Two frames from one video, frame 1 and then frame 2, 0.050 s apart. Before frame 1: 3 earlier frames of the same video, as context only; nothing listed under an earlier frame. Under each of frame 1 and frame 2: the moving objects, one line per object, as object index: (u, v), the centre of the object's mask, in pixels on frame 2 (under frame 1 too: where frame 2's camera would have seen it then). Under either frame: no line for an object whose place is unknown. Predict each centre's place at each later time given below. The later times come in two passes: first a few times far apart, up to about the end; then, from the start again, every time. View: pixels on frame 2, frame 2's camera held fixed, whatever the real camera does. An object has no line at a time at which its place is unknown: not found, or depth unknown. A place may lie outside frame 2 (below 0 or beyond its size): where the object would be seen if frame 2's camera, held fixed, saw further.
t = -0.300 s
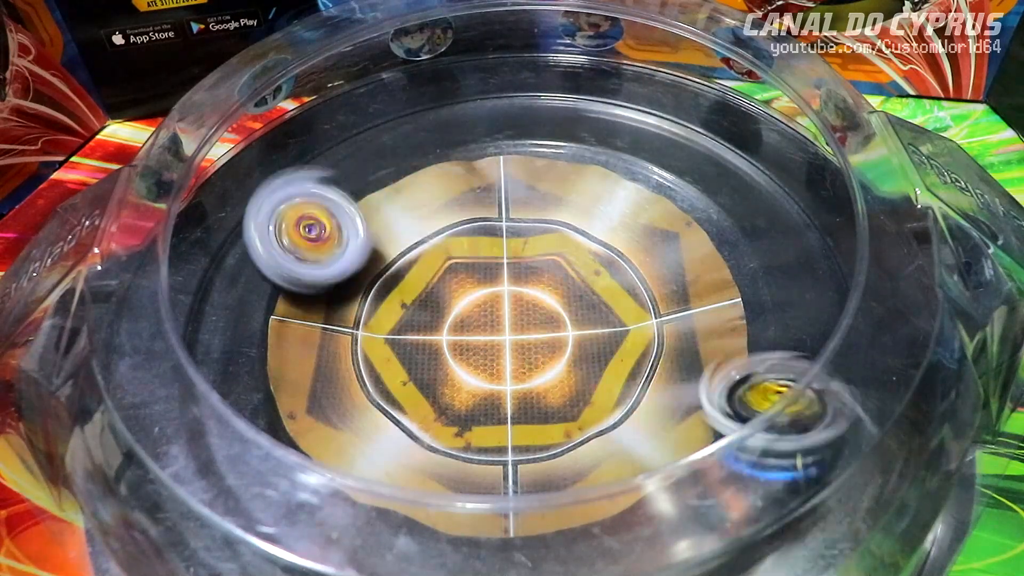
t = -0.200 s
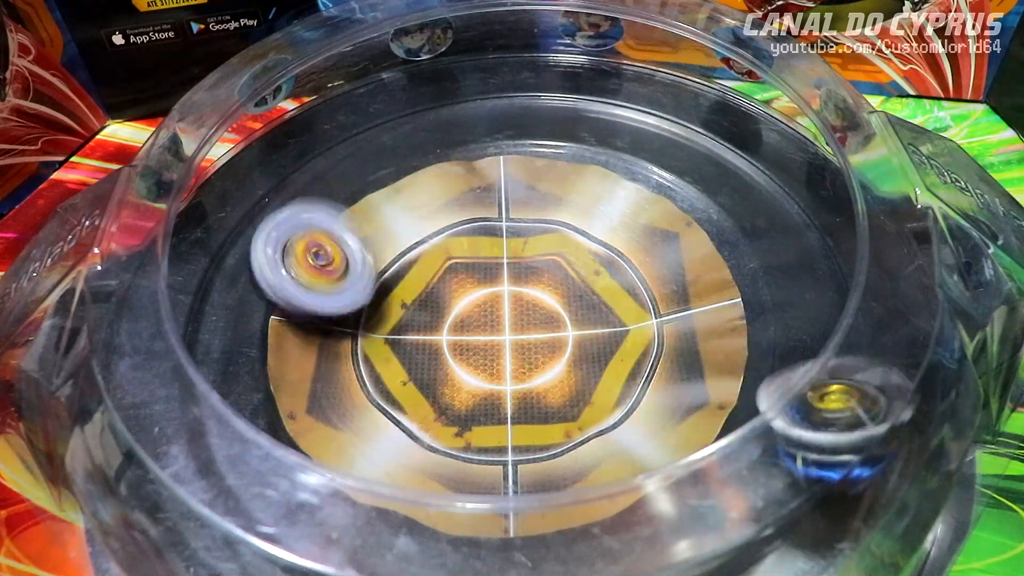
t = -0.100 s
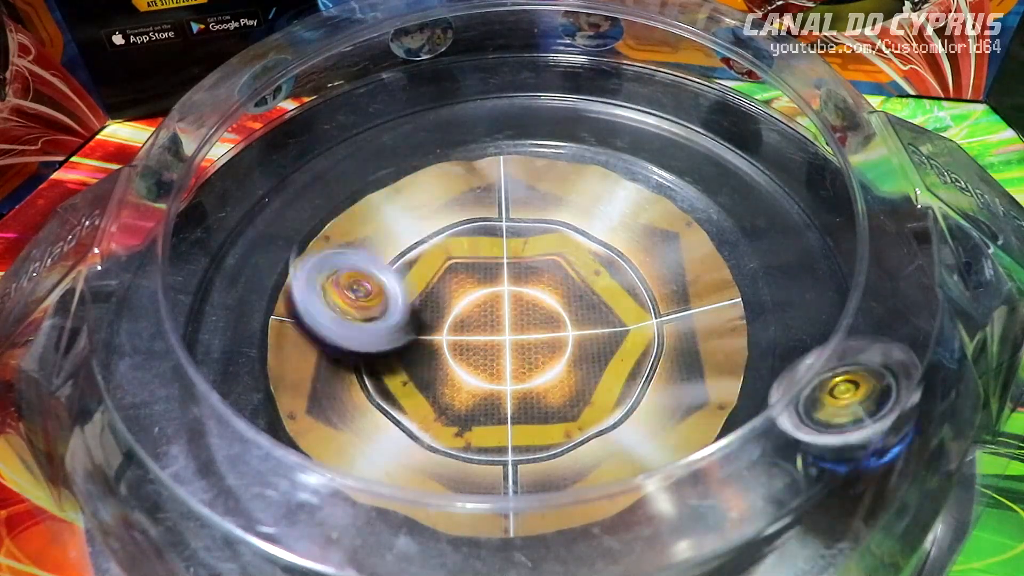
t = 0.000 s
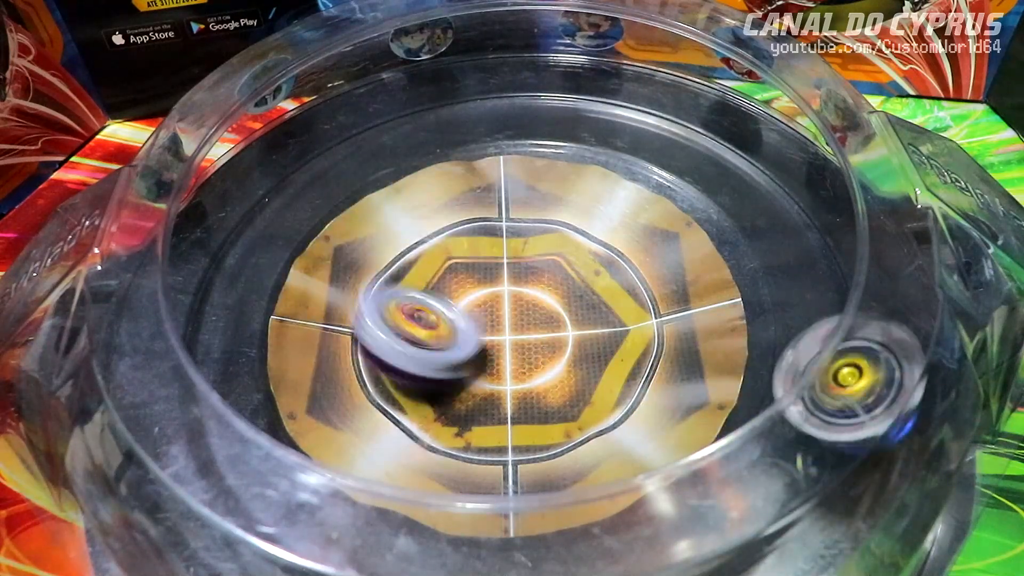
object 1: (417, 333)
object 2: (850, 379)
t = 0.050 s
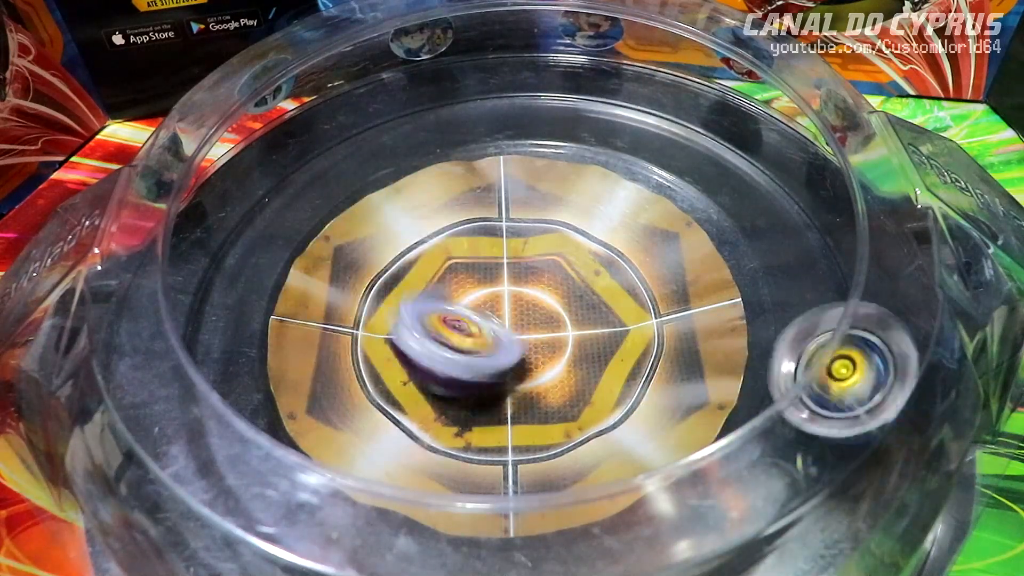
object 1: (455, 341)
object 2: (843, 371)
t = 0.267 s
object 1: (606, 353)
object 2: (752, 350)
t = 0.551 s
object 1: (366, 365)
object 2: (626, 292)
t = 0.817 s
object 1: (364, 322)
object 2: (532, 305)
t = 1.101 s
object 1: (429, 321)
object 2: (548, 285)
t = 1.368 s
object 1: (471, 335)
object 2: (508, 258)
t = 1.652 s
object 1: (501, 333)
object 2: (480, 249)
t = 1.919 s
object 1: (504, 333)
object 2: (506, 247)
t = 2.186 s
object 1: (506, 332)
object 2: (527, 249)
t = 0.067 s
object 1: (470, 343)
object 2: (841, 369)
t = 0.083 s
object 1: (482, 345)
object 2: (838, 366)
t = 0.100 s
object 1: (495, 353)
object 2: (828, 364)
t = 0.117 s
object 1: (509, 353)
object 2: (819, 364)
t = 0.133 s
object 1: (522, 355)
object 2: (814, 364)
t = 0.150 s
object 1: (537, 355)
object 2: (808, 363)
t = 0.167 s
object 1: (548, 355)
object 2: (802, 362)
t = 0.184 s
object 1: (561, 355)
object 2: (797, 361)
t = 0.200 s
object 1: (572, 353)
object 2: (791, 357)
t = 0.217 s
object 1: (582, 353)
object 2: (784, 355)
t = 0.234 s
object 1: (590, 353)
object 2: (776, 355)
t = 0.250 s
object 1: (601, 352)
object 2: (767, 351)
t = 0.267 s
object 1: (606, 353)
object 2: (752, 350)
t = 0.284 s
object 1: (611, 357)
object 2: (742, 350)
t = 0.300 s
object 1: (596, 361)
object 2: (748, 339)
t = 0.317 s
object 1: (573, 370)
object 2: (748, 327)
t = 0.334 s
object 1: (559, 378)
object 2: (746, 317)
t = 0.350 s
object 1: (540, 384)
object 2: (741, 310)
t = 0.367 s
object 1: (512, 395)
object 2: (737, 305)
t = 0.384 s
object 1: (490, 392)
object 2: (733, 300)
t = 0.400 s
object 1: (478, 392)
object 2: (725, 294)
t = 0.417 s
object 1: (459, 394)
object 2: (715, 290)
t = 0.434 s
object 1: (440, 396)
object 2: (704, 290)
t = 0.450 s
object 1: (424, 390)
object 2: (694, 288)
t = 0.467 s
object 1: (410, 387)
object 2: (685, 288)
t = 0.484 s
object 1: (396, 390)
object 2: (675, 287)
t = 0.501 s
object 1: (389, 379)
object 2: (657, 289)
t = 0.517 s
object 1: (380, 371)
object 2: (644, 290)
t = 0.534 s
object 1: (369, 369)
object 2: (634, 291)
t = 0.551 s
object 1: (366, 365)
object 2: (626, 292)
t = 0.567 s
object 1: (366, 358)
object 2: (612, 292)
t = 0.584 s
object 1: (359, 352)
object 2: (596, 295)
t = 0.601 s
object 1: (357, 344)
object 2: (583, 297)
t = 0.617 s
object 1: (360, 342)
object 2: (573, 300)
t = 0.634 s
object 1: (361, 338)
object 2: (564, 301)
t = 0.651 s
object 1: (360, 331)
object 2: (547, 302)
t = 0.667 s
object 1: (363, 328)
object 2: (538, 304)
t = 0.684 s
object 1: (368, 325)
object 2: (531, 309)
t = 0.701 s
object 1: (367, 320)
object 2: (526, 312)
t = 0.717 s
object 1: (368, 317)
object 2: (522, 312)
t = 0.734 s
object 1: (374, 314)
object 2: (515, 313)
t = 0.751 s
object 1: (380, 312)
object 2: (510, 316)
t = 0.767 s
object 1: (381, 309)
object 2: (509, 320)
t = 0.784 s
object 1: (381, 310)
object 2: (510, 319)
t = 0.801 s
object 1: (373, 315)
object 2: (523, 310)
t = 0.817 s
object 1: (364, 322)
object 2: (532, 305)
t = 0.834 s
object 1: (357, 327)
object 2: (540, 299)
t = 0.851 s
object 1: (353, 330)
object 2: (544, 293)
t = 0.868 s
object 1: (350, 335)
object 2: (550, 288)
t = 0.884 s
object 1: (351, 339)
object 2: (555, 283)
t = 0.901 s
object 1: (356, 343)
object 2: (557, 279)
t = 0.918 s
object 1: (362, 343)
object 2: (561, 276)
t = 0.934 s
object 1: (369, 342)
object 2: (564, 274)
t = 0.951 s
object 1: (375, 339)
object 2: (565, 274)
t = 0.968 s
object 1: (380, 336)
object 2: (565, 274)
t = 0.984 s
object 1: (382, 333)
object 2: (565, 274)
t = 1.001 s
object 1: (386, 334)
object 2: (566, 275)
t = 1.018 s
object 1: (392, 334)
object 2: (564, 276)
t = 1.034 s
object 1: (399, 333)
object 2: (563, 278)
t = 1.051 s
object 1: (406, 332)
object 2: (559, 279)
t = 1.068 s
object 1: (413, 331)
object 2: (558, 282)
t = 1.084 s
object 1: (422, 327)
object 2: (554, 283)
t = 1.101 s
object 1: (429, 321)
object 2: (548, 285)
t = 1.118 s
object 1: (436, 321)
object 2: (547, 286)
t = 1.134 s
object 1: (440, 323)
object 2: (546, 284)
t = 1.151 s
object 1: (444, 324)
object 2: (546, 284)
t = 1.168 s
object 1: (448, 326)
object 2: (545, 283)
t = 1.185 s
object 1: (452, 327)
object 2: (543, 277)
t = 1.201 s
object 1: (455, 328)
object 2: (542, 273)
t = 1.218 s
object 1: (458, 329)
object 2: (540, 272)
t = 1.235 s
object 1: (461, 330)
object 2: (536, 267)
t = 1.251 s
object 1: (462, 332)
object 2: (530, 264)
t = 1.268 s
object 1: (464, 333)
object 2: (524, 261)
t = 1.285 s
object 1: (465, 334)
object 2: (521, 261)
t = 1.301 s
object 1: (466, 335)
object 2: (517, 260)
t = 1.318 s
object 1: (467, 334)
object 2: (514, 260)
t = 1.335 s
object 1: (469, 334)
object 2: (512, 260)
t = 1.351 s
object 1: (470, 335)
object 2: (510, 259)
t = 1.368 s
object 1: (471, 335)
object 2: (508, 258)
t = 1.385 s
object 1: (472, 335)
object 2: (506, 256)
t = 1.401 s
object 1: (474, 335)
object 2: (504, 255)
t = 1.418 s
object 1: (475, 334)
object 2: (503, 254)
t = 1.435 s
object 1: (477, 335)
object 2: (501, 255)
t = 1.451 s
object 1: (478, 335)
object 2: (501, 253)
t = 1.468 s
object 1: (480, 336)
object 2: (500, 253)
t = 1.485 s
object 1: (482, 335)
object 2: (499, 251)
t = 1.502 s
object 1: (484, 335)
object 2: (497, 249)
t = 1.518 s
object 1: (487, 335)
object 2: (494, 248)
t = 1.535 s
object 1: (490, 335)
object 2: (492, 247)
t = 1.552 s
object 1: (493, 334)
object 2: (489, 247)
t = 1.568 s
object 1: (495, 334)
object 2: (487, 246)
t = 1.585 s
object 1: (496, 333)
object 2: (484, 247)
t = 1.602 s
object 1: (498, 333)
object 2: (482, 248)
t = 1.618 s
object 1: (499, 332)
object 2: (481, 249)
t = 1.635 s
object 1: (500, 332)
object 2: (480, 249)
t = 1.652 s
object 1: (501, 333)
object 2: (480, 249)
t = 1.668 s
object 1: (502, 333)
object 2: (481, 249)
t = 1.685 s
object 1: (502, 333)
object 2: (484, 249)
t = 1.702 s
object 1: (503, 333)
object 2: (486, 249)
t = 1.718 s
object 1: (503, 332)
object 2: (487, 248)
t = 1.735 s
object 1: (503, 333)
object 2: (489, 248)
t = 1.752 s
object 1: (503, 333)
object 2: (491, 248)
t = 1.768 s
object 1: (503, 333)
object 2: (492, 247)
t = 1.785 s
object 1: (503, 333)
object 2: (494, 247)
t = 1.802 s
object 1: (503, 333)
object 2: (495, 247)
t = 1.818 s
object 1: (503, 333)
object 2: (497, 247)
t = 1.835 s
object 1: (503, 333)
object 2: (499, 247)
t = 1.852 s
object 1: (503, 333)
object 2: (500, 247)
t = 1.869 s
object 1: (503, 333)
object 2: (502, 246)
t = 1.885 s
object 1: (503, 333)
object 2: (503, 247)
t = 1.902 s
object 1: (503, 333)
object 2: (505, 246)
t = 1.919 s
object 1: (504, 333)
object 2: (506, 247)
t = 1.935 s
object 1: (504, 333)
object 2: (508, 246)
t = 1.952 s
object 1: (504, 333)
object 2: (509, 246)
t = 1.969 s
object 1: (504, 333)
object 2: (510, 246)
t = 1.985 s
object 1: (504, 333)
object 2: (512, 246)
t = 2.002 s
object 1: (504, 333)
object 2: (513, 246)
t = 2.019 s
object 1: (504, 333)
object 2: (515, 246)
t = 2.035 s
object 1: (505, 333)
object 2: (516, 247)
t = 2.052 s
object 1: (505, 333)
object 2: (518, 247)
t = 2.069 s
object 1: (505, 333)
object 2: (520, 248)
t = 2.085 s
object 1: (505, 332)
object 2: (522, 248)
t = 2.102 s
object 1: (506, 332)
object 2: (524, 248)
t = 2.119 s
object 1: (506, 332)
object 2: (525, 248)
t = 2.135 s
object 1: (506, 332)
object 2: (526, 248)
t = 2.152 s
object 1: (506, 332)
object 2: (527, 248)
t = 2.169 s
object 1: (506, 332)
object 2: (527, 249)
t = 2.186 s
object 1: (506, 332)
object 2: (527, 249)
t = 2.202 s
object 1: (506, 332)
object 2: (527, 249)
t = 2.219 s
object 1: (506, 332)
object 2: (527, 249)
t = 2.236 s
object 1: (506, 332)
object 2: (527, 249)
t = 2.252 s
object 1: (506, 332)
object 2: (527, 249)
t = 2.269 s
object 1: (506, 332)
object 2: (527, 249)
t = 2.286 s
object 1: (506, 332)
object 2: (527, 249)
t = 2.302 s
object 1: (506, 332)
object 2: (527, 249)
